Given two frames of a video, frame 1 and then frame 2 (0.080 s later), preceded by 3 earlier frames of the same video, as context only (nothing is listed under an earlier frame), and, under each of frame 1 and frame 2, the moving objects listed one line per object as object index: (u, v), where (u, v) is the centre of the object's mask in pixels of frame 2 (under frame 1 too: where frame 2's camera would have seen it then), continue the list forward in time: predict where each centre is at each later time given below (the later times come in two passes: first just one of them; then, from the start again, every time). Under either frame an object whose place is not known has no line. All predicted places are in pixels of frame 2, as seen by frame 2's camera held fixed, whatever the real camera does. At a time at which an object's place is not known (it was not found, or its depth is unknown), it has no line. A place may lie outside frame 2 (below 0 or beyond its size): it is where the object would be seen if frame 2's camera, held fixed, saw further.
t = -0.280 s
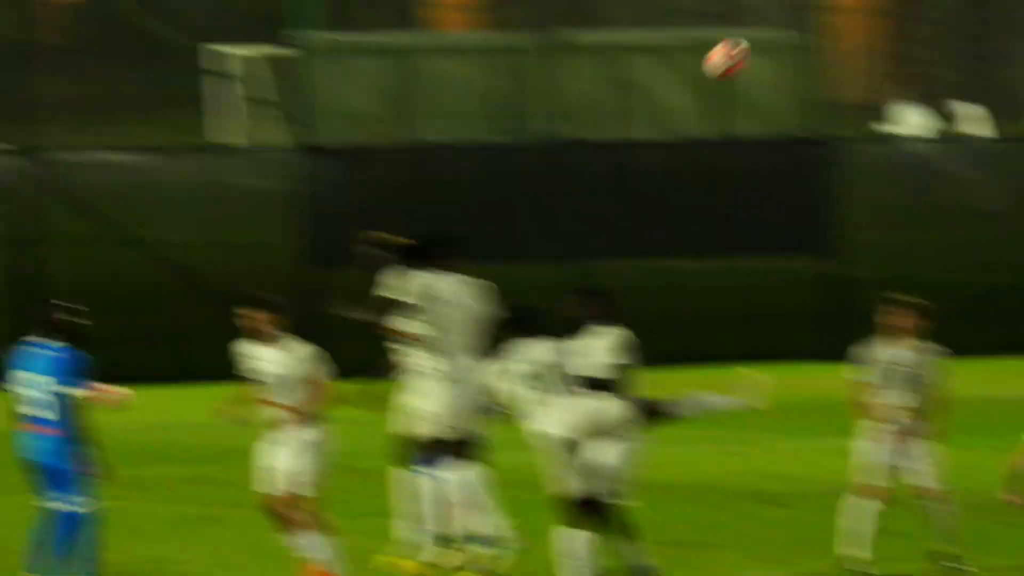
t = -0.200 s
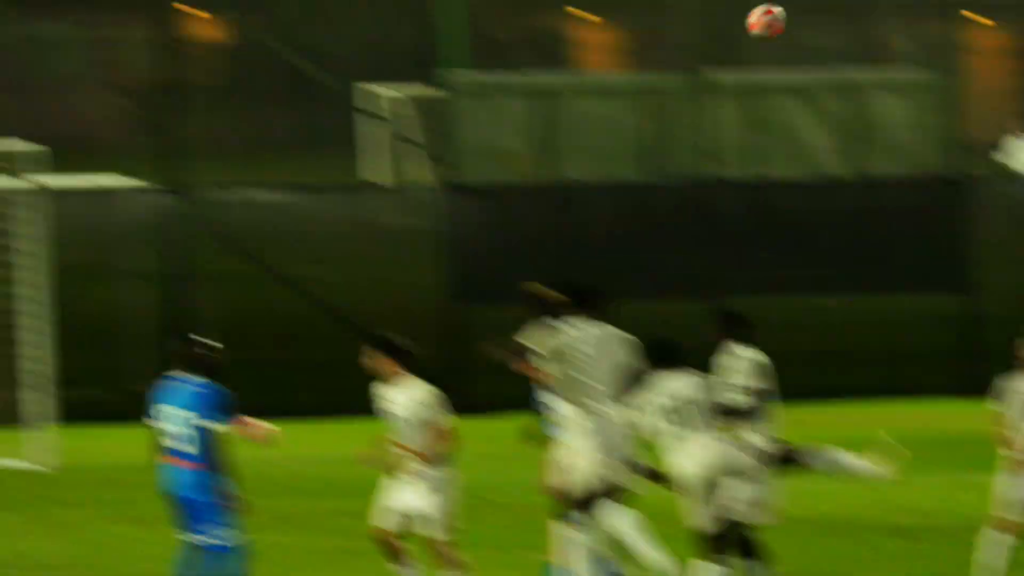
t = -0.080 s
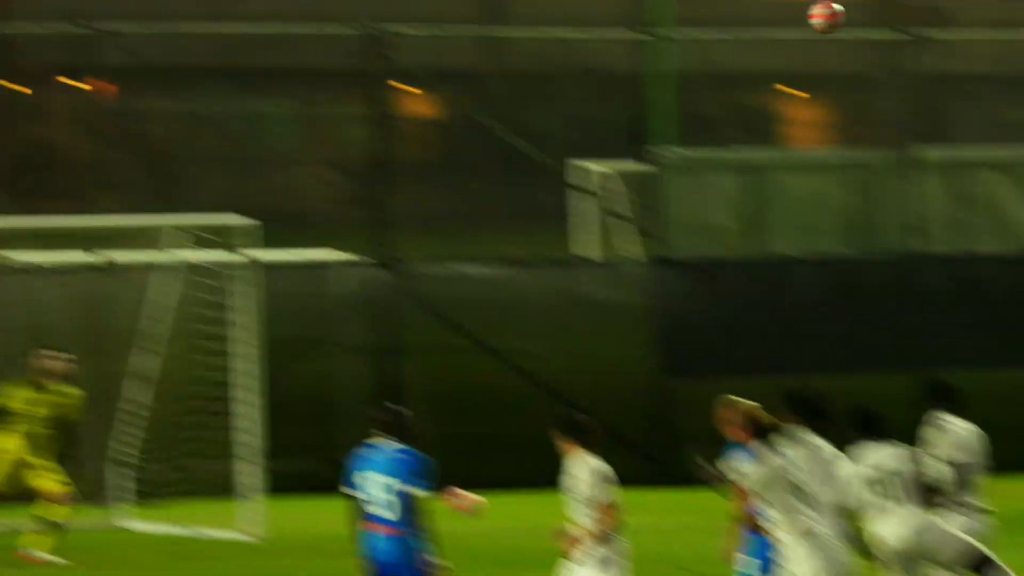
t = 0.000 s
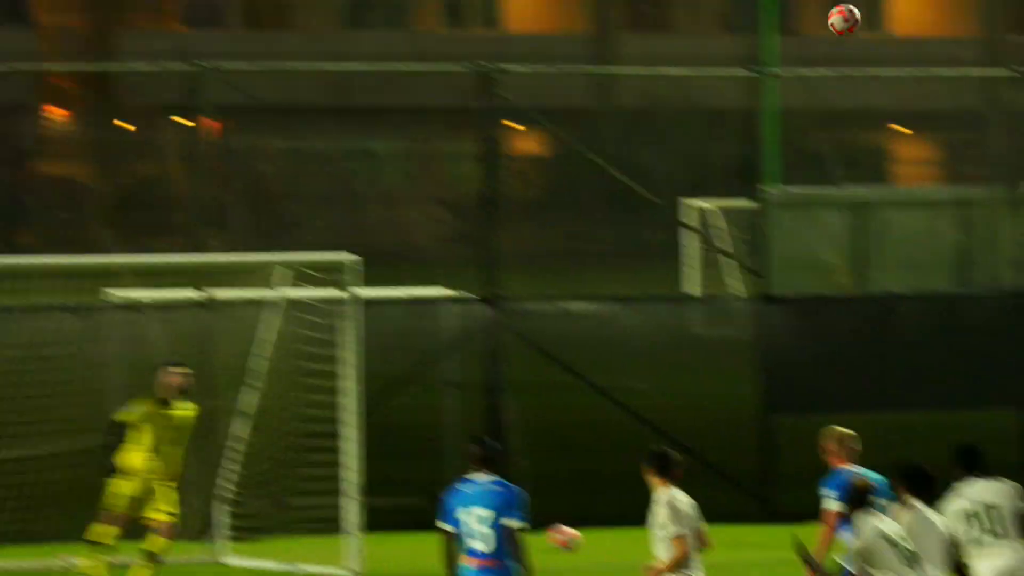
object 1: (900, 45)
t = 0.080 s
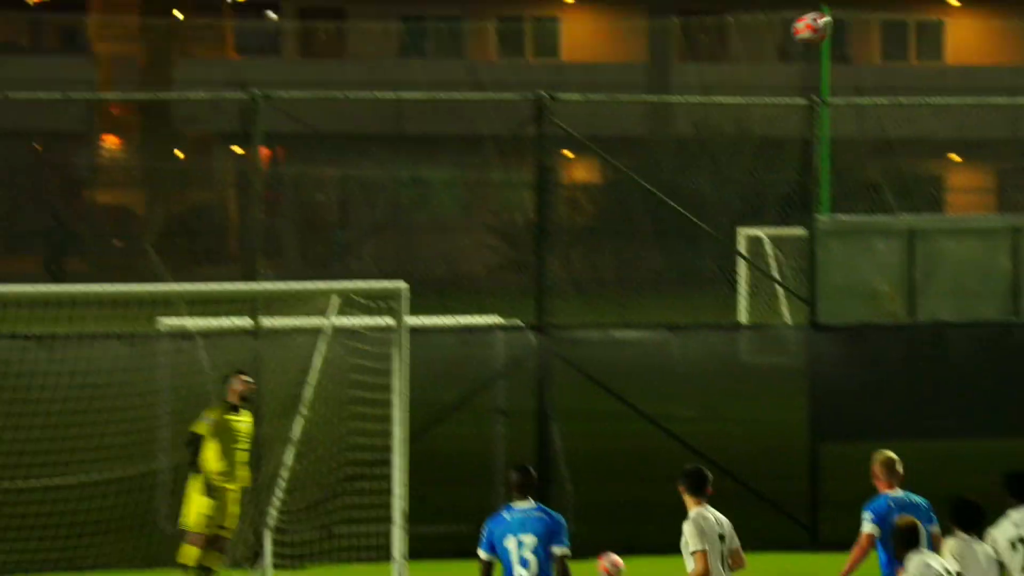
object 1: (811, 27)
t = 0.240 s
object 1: (643, 23)
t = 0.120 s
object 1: (768, 21)
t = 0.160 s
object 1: (725, 19)
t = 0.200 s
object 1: (683, 20)
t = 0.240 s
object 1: (643, 23)
